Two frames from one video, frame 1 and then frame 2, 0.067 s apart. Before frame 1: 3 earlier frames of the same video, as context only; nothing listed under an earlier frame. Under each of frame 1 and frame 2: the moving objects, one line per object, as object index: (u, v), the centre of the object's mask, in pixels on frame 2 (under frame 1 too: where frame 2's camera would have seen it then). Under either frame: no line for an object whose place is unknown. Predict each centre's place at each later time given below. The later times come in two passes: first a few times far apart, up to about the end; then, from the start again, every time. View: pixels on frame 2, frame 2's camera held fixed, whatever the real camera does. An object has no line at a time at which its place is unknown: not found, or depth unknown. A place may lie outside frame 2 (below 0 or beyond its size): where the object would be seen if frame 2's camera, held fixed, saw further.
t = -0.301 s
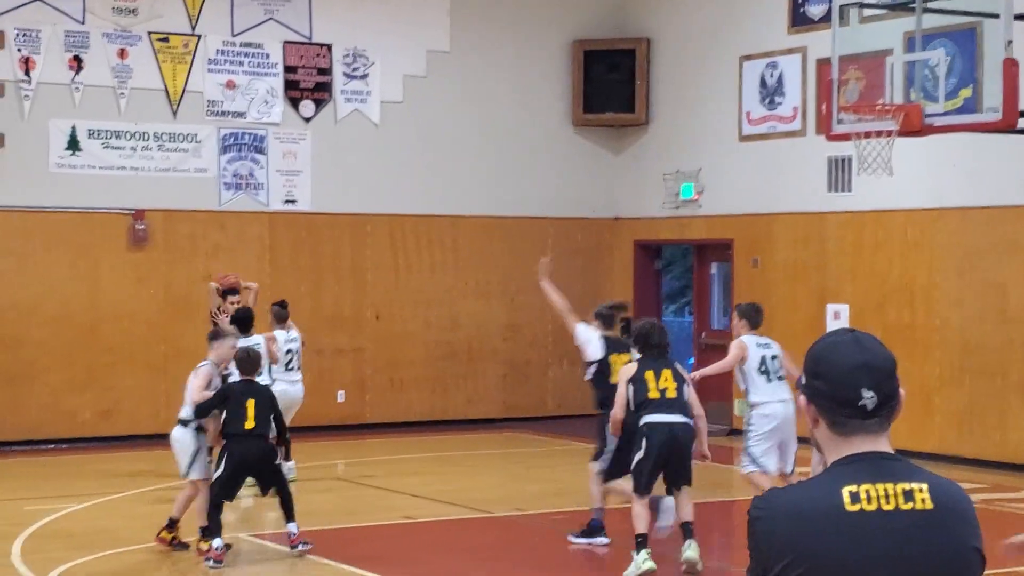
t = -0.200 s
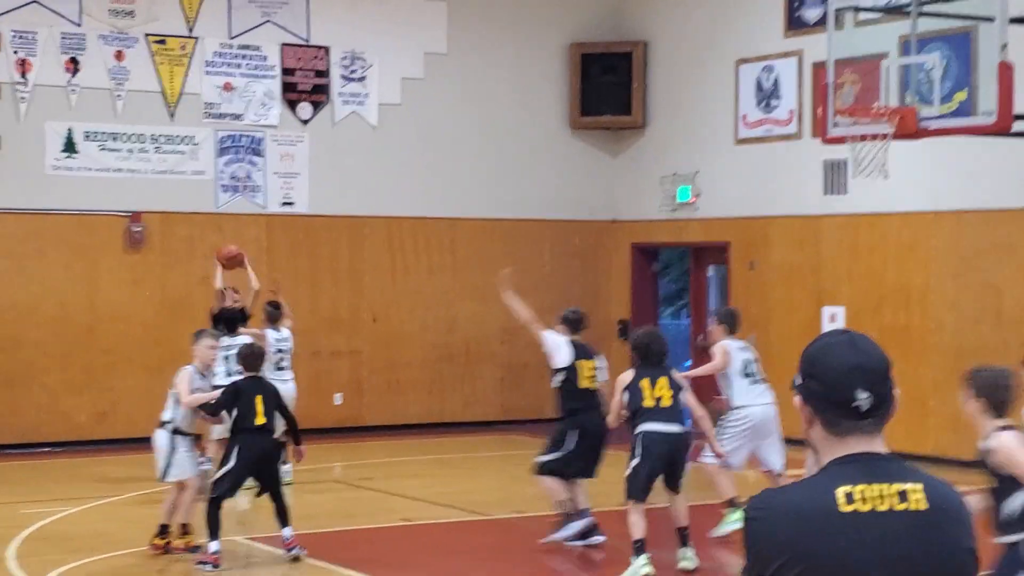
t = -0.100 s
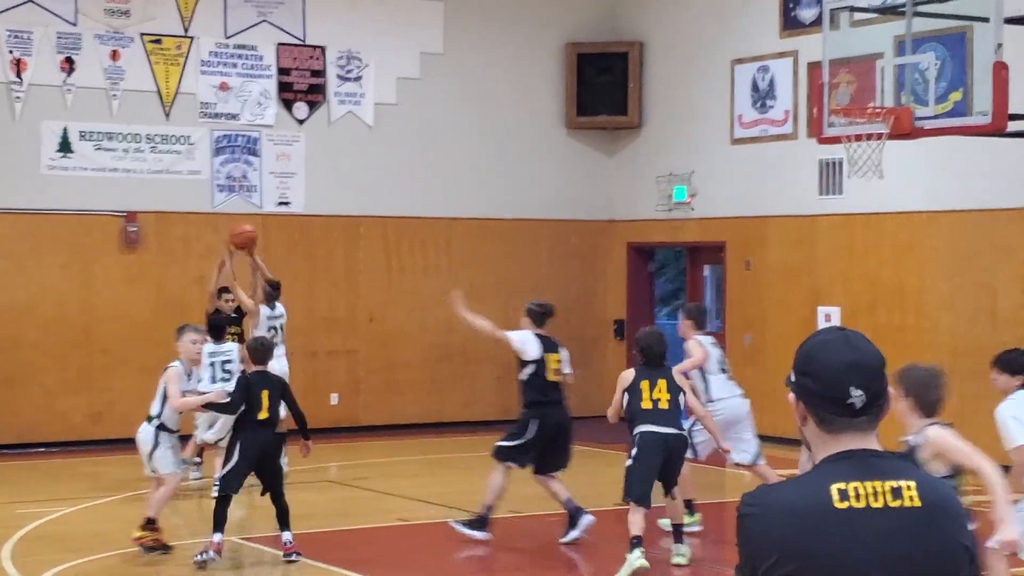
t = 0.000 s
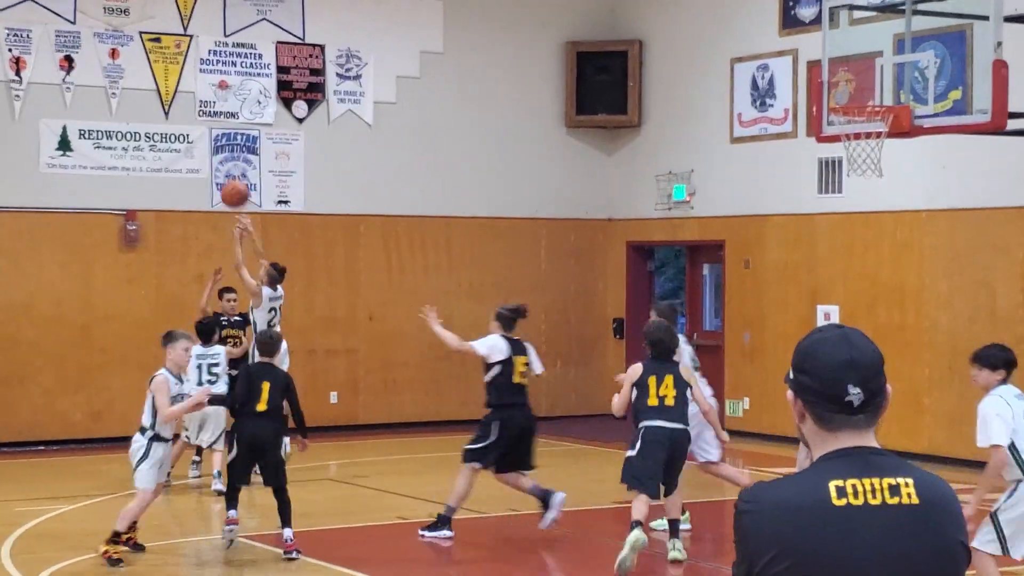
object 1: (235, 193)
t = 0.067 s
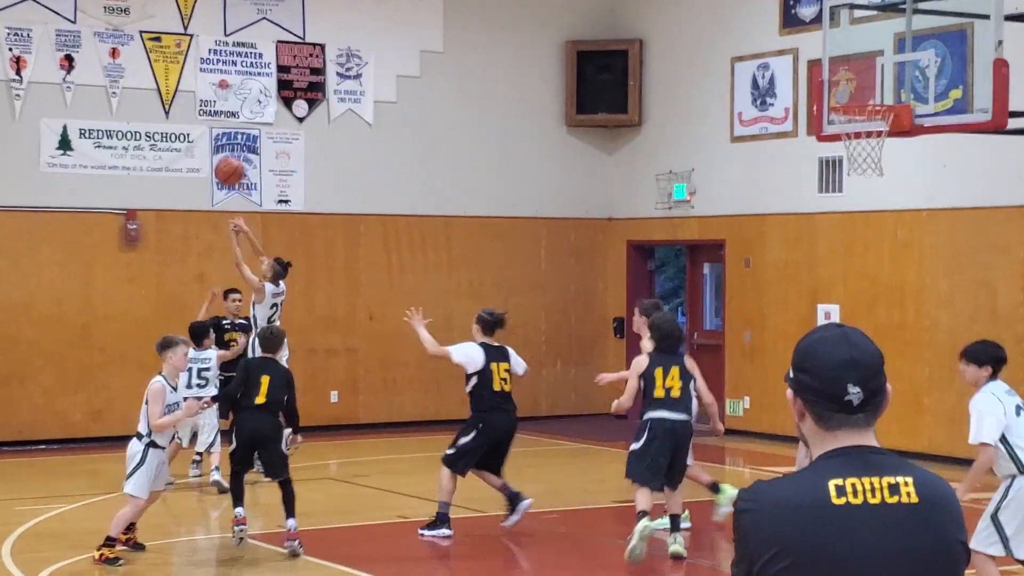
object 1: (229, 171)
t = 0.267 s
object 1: (209, 132)
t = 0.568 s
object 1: (176, 165)
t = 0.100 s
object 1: (226, 162)
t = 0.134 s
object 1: (222, 152)
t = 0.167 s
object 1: (219, 146)
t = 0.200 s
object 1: (216, 140)
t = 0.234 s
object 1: (212, 135)
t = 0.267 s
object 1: (209, 132)
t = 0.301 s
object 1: (205, 130)
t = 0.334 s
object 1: (202, 129)
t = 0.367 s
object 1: (198, 130)
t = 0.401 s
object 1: (195, 132)
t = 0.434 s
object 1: (191, 135)
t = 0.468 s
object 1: (187, 140)
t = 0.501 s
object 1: (184, 146)
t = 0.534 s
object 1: (180, 156)
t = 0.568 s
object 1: (176, 165)
